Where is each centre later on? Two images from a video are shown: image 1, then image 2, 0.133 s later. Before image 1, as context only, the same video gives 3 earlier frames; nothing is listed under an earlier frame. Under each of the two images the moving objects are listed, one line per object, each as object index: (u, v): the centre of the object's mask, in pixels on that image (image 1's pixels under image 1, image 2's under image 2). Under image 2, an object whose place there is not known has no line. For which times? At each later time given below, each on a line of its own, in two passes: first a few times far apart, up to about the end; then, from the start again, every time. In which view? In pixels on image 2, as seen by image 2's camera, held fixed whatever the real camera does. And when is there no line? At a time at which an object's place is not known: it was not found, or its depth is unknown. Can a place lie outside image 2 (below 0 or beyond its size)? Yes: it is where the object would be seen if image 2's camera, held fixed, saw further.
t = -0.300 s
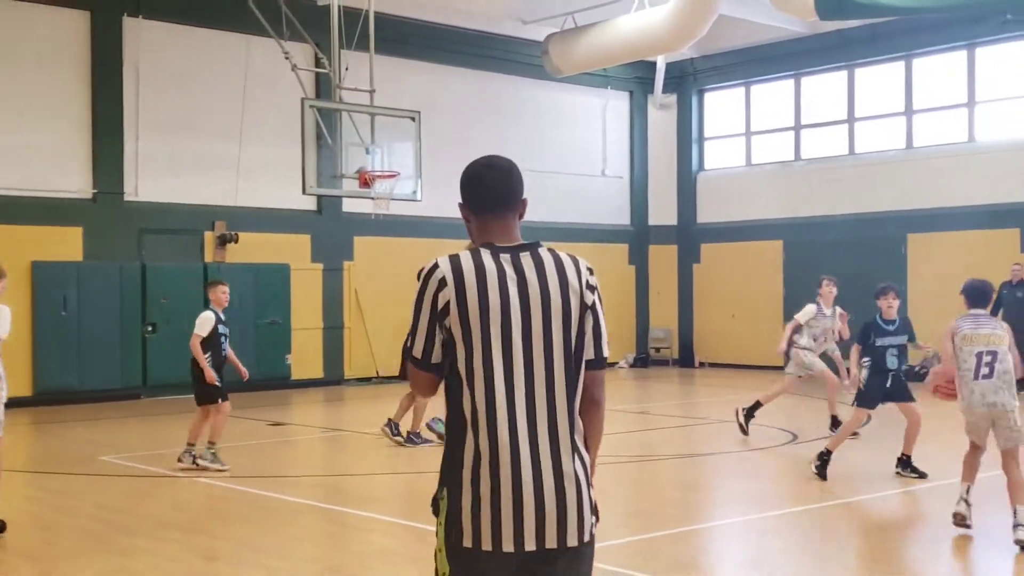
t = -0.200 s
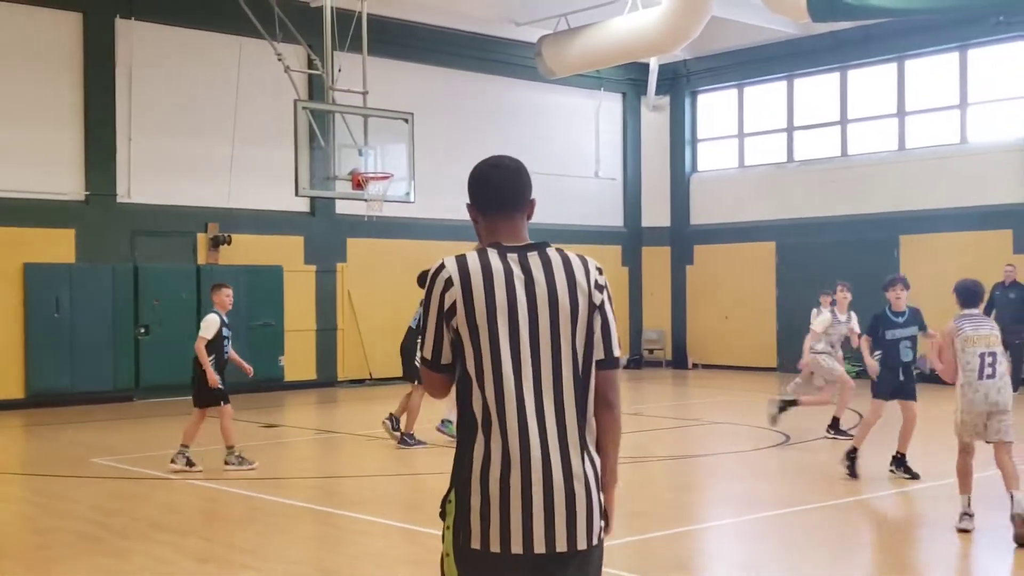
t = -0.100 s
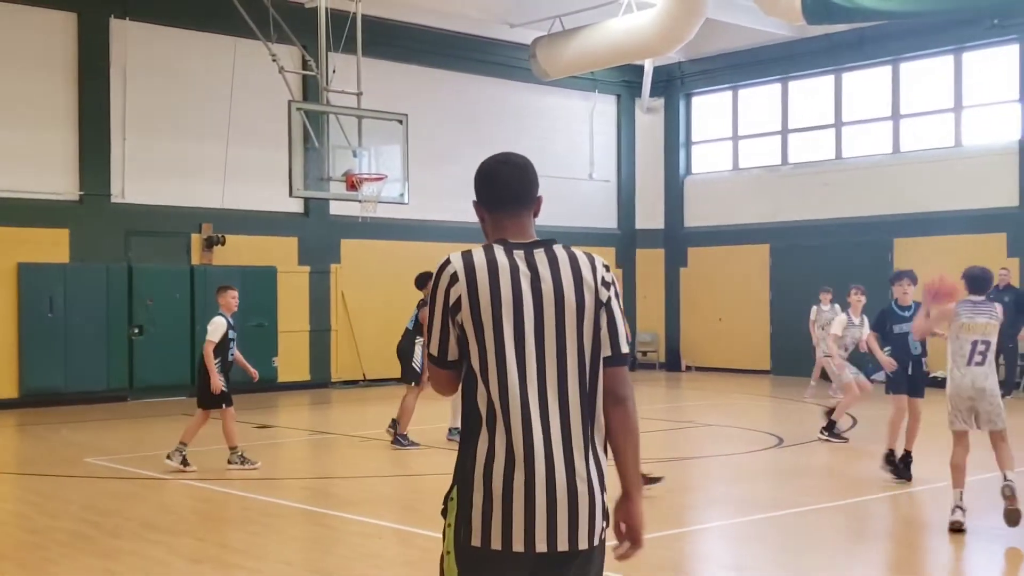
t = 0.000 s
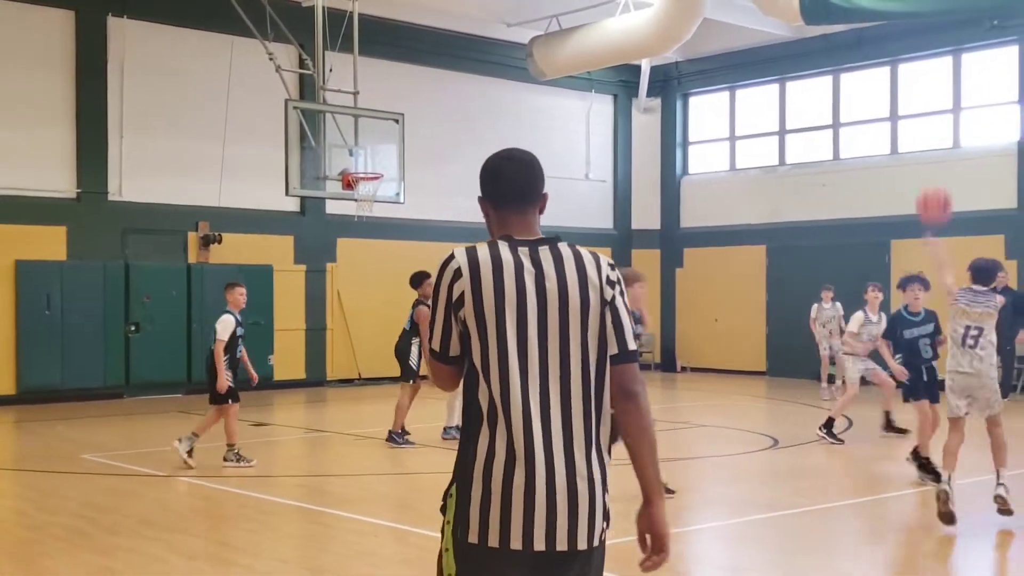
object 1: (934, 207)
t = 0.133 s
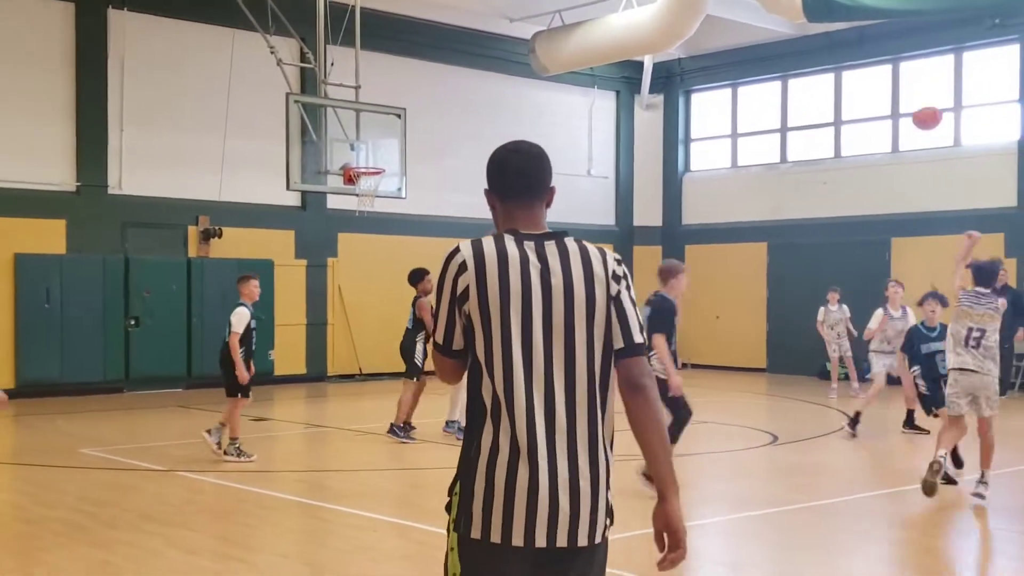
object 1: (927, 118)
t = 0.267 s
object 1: (920, 69)
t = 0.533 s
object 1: (909, 47)
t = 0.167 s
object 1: (926, 103)
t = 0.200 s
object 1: (924, 90)
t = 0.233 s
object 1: (922, 79)
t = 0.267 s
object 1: (920, 69)
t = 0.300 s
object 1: (919, 61)
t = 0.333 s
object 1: (917, 55)
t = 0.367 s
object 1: (915, 50)
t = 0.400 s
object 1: (914, 47)
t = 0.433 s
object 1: (913, 46)
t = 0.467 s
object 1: (912, 46)
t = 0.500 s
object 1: (910, 46)
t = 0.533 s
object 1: (909, 47)
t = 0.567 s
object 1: (908, 49)
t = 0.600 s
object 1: (906, 53)
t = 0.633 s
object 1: (905, 57)
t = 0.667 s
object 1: (904, 63)
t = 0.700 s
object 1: (902, 70)
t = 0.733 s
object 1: (901, 79)
